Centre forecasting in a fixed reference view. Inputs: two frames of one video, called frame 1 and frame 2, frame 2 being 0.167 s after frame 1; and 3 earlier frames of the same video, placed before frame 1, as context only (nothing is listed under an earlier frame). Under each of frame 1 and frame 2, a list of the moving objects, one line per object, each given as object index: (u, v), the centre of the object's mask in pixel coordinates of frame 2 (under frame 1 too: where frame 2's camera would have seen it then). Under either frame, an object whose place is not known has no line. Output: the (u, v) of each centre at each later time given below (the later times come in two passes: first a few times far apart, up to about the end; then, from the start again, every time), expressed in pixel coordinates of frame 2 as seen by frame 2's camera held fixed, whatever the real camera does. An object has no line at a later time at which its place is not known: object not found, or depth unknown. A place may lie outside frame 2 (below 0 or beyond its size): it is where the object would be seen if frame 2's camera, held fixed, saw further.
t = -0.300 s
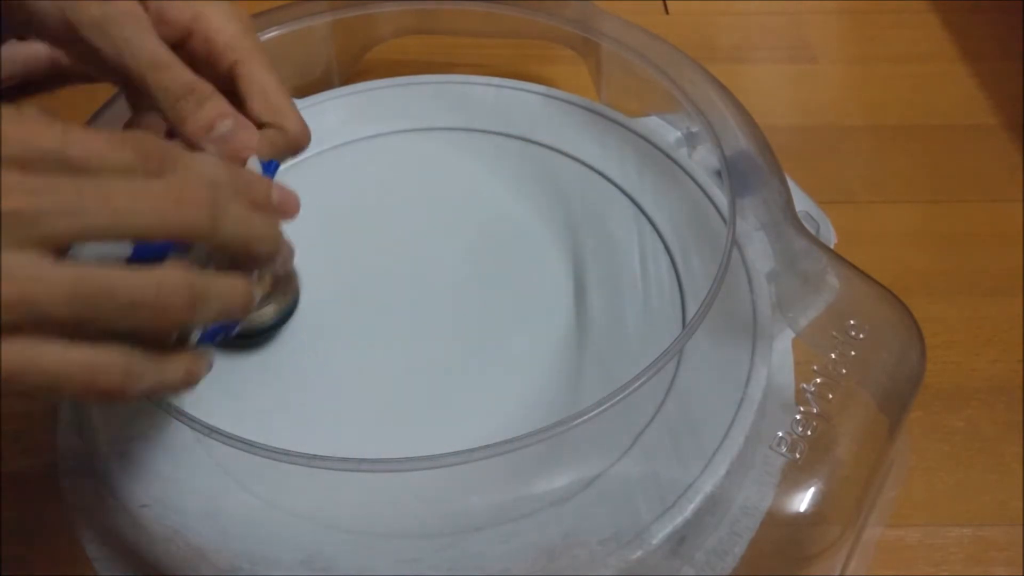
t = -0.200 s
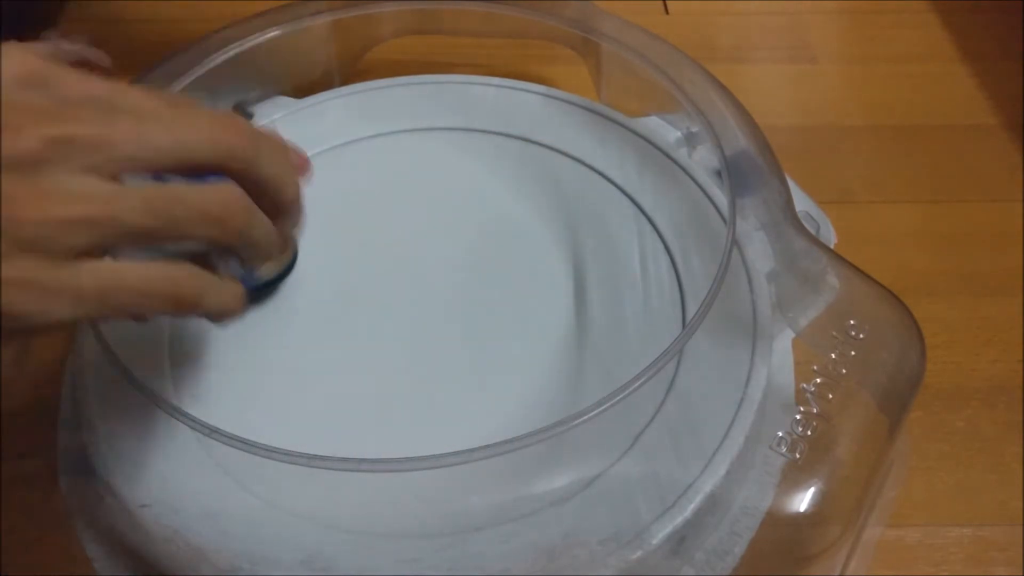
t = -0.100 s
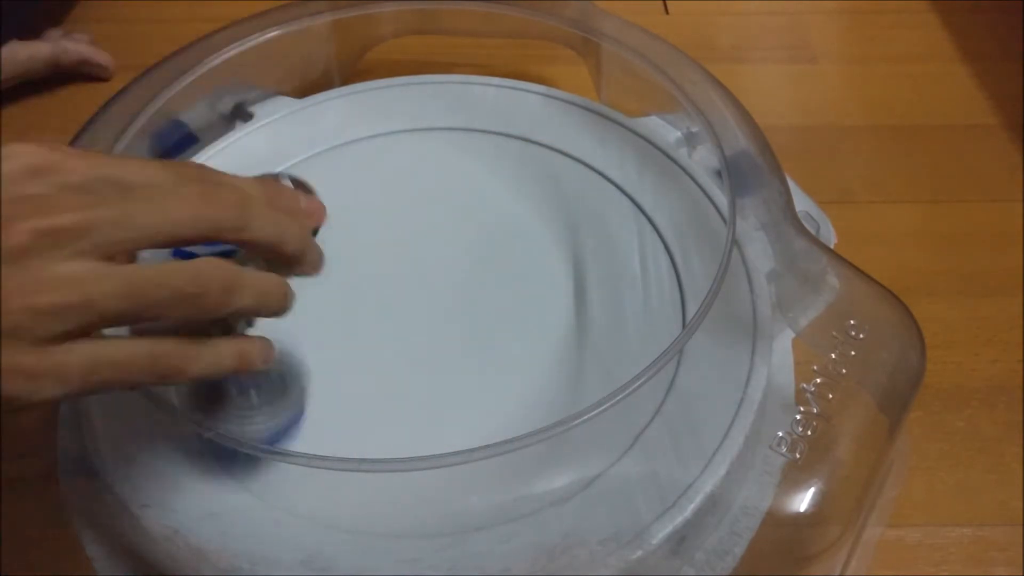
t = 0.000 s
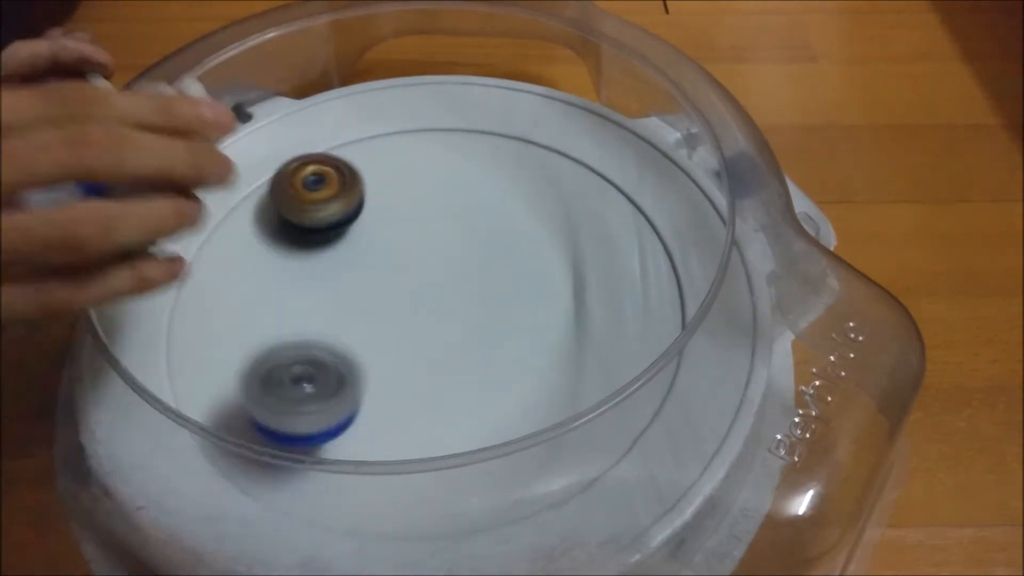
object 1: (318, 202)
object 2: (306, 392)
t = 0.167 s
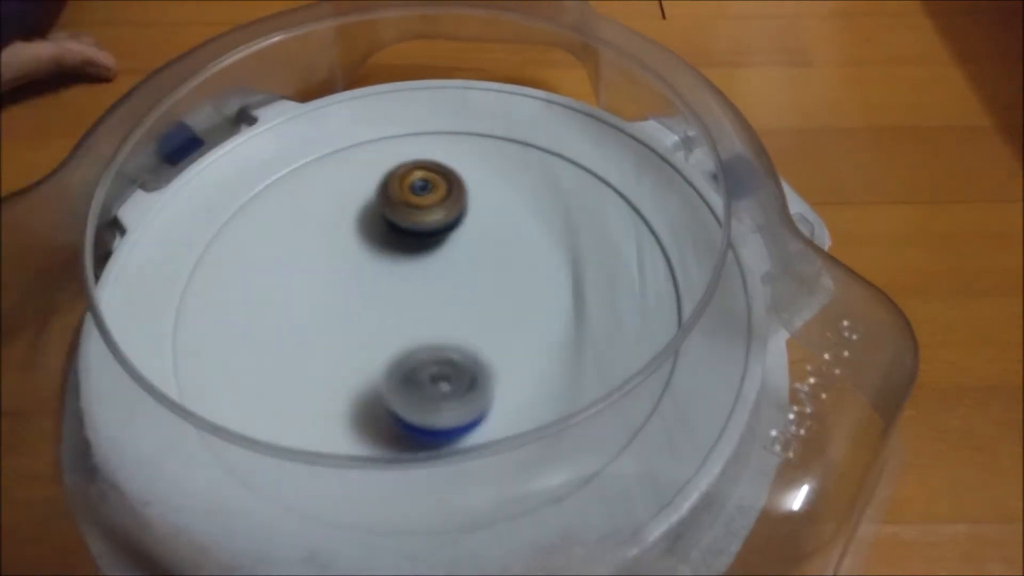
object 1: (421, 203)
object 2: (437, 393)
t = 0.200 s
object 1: (443, 211)
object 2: (466, 396)
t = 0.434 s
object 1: (537, 313)
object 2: (522, 468)
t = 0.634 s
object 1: (517, 383)
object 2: (358, 474)
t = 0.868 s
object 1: (490, 336)
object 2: (310, 281)
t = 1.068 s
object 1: (474, 292)
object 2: (608, 141)
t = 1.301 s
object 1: (464, 251)
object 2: (705, 438)
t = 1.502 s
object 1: (456, 226)
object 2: (564, 452)
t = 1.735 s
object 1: (463, 227)
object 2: (330, 263)
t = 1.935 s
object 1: (446, 259)
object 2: (460, 108)
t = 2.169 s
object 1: (395, 292)
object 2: (653, 341)
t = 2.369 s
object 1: (355, 314)
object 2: (289, 433)
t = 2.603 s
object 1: (333, 325)
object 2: (248, 137)
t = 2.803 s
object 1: (357, 326)
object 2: (487, 108)
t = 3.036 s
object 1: (408, 332)
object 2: (610, 346)
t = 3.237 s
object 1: (447, 340)
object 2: (254, 470)
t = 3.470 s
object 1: (465, 343)
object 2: (155, 216)
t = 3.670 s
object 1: (463, 332)
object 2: (396, 133)
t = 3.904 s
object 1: (448, 303)
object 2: (669, 278)
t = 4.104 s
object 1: (438, 273)
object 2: (380, 502)
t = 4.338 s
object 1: (432, 248)
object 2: (195, 263)
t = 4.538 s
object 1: (434, 242)
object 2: (429, 135)
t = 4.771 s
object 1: (438, 261)
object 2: (664, 280)
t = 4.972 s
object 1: (431, 296)
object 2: (438, 496)
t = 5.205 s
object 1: (415, 334)
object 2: (213, 290)
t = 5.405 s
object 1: (404, 352)
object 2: (367, 128)
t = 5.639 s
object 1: (397, 357)
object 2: (626, 195)
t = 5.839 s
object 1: (397, 346)
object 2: (571, 398)
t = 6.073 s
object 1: (410, 316)
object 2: (229, 373)
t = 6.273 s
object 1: (431, 287)
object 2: (240, 183)
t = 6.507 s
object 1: (451, 268)
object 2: (480, 136)
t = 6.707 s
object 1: (456, 267)
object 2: (598, 295)
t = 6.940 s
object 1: (444, 276)
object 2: (358, 466)
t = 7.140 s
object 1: (426, 288)
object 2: (182, 334)
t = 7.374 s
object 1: (408, 301)
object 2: (328, 182)
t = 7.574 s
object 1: (402, 311)
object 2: (535, 198)
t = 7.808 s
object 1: (406, 317)
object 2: (602, 377)
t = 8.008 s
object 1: (418, 319)
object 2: (371, 467)
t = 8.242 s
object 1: (434, 317)
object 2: (251, 306)
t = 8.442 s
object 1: (443, 313)
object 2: (374, 181)
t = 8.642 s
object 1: (443, 305)
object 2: (538, 175)
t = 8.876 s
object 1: (433, 293)
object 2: (600, 328)
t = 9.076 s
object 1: (422, 285)
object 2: (416, 417)
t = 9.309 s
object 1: (416, 280)
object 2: (237, 323)
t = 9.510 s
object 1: (417, 281)
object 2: (297, 198)
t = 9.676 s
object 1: (422, 291)
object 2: (433, 169)
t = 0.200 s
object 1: (443, 211)
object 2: (466, 396)
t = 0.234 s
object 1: (465, 220)
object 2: (490, 398)
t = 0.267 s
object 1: (486, 231)
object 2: (509, 402)
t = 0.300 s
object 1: (503, 244)
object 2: (531, 422)
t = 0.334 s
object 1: (516, 260)
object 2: (545, 440)
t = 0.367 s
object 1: (525, 276)
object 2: (553, 457)
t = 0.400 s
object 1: (533, 295)
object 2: (544, 466)
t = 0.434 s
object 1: (537, 313)
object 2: (522, 468)
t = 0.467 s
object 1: (539, 333)
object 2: (499, 470)
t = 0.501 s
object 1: (537, 351)
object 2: (478, 472)
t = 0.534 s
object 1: (530, 368)
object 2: (457, 474)
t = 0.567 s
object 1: (520, 382)
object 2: (435, 470)
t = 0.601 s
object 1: (512, 389)
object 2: (406, 470)
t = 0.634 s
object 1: (517, 383)
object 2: (358, 474)
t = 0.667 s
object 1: (518, 376)
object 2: (319, 467)
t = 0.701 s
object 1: (516, 369)
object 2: (291, 448)
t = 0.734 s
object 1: (513, 362)
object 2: (272, 420)
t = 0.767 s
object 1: (507, 355)
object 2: (265, 388)
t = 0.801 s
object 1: (502, 349)
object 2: (268, 352)
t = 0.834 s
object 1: (495, 343)
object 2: (285, 316)
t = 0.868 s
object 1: (490, 336)
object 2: (310, 281)
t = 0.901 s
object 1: (485, 329)
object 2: (349, 245)
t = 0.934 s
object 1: (482, 322)
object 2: (393, 213)
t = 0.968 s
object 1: (479, 315)
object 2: (442, 187)
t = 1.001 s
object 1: (477, 307)
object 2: (495, 167)
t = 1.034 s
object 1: (476, 299)
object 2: (551, 152)
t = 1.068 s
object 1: (474, 292)
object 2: (608, 141)
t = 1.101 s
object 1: (473, 286)
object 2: (653, 149)
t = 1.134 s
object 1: (471, 280)
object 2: (670, 196)
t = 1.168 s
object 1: (469, 274)
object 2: (686, 233)
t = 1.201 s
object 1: (468, 267)
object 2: (710, 276)
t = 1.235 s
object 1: (467, 261)
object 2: (725, 329)
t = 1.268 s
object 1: (466, 256)
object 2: (728, 388)
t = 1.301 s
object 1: (464, 251)
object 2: (705, 438)
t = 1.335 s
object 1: (462, 246)
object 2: (669, 492)
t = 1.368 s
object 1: (460, 241)
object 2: (651, 514)
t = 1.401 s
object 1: (458, 235)
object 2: (643, 494)
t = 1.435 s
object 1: (458, 232)
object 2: (629, 480)
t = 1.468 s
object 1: (456, 229)
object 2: (605, 469)
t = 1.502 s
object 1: (456, 226)
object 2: (564, 452)
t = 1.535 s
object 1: (456, 224)
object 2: (525, 436)
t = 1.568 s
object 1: (457, 223)
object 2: (474, 415)
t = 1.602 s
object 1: (458, 222)
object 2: (429, 400)
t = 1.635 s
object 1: (459, 222)
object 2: (389, 371)
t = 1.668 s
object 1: (460, 222)
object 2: (361, 336)
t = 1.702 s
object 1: (462, 224)
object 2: (341, 299)
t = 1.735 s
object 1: (463, 227)
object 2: (330, 263)
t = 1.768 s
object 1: (463, 231)
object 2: (330, 227)
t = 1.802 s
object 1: (462, 235)
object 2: (339, 192)
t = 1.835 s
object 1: (460, 241)
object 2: (356, 159)
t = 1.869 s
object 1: (457, 246)
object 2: (381, 128)
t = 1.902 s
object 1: (453, 252)
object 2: (417, 107)
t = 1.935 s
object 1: (446, 259)
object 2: (460, 108)
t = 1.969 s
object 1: (440, 264)
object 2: (508, 124)
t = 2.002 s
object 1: (433, 270)
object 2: (560, 148)
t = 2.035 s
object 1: (425, 275)
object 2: (606, 167)
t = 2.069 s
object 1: (418, 279)
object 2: (645, 201)
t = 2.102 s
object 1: (410, 284)
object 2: (668, 240)
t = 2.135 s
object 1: (402, 288)
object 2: (672, 289)
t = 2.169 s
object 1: (395, 292)
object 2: (653, 341)
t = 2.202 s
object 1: (388, 297)
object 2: (616, 389)
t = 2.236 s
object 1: (380, 301)
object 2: (559, 431)
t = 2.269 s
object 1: (373, 304)
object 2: (494, 457)
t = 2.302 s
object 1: (367, 309)
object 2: (421, 461)
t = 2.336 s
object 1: (361, 312)
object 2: (354, 456)
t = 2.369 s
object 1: (355, 314)
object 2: (289, 433)
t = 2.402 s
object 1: (350, 316)
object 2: (243, 395)
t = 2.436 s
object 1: (345, 319)
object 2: (207, 355)
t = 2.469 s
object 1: (341, 321)
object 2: (179, 317)
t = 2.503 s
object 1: (338, 322)
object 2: (168, 271)
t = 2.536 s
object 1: (335, 324)
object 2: (194, 224)
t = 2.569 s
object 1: (334, 325)
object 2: (222, 180)
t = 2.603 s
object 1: (333, 325)
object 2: (248, 137)
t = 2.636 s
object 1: (335, 325)
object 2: (278, 110)
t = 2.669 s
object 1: (341, 326)
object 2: (324, 103)
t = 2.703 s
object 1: (344, 325)
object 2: (367, 96)
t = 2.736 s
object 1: (348, 325)
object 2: (407, 94)
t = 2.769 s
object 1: (352, 325)
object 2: (449, 99)
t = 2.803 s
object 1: (357, 326)
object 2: (487, 108)
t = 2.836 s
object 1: (364, 326)
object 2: (523, 128)
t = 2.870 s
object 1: (370, 327)
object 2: (555, 152)
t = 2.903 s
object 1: (377, 328)
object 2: (581, 181)
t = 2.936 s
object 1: (386, 328)
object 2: (602, 216)
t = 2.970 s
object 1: (393, 330)
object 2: (619, 257)
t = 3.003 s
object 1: (401, 331)
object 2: (624, 303)
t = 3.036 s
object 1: (408, 332)
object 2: (610, 346)
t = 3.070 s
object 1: (415, 333)
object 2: (594, 404)
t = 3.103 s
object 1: (422, 335)
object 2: (547, 460)
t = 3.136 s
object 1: (429, 336)
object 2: (486, 507)
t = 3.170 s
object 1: (435, 337)
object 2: (402, 509)
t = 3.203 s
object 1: (441, 338)
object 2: (323, 499)
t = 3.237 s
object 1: (447, 340)
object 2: (254, 470)
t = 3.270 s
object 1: (451, 341)
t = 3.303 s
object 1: (455, 342)
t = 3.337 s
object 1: (458, 344)
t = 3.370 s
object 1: (461, 344)
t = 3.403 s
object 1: (463, 344)
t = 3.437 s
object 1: (464, 344)
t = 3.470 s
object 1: (465, 343)
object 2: (155, 216)
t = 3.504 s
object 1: (465, 342)
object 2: (188, 189)
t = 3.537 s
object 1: (466, 340)
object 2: (224, 166)
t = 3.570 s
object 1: (466, 338)
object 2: (264, 151)
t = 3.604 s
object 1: (465, 336)
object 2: (306, 140)
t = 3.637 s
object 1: (464, 334)
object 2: (349, 134)
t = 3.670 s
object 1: (463, 332)
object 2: (396, 133)
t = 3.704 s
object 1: (461, 329)
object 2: (444, 134)
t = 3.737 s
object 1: (459, 325)
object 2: (492, 143)
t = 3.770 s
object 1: (456, 323)
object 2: (538, 159)
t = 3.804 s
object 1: (455, 317)
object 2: (581, 182)
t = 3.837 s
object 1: (453, 312)
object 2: (619, 210)
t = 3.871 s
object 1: (451, 306)
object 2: (654, 244)
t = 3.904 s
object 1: (448, 303)
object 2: (669, 278)
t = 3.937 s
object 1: (446, 297)
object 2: (668, 329)
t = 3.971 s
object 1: (444, 292)
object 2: (645, 383)
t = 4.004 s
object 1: (442, 287)
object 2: (612, 445)
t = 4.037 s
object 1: (441, 282)
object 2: (535, 475)
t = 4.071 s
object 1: (439, 278)
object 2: (460, 499)
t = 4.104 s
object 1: (438, 273)
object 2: (380, 502)
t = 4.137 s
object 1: (437, 268)
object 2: (309, 488)
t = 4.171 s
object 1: (435, 265)
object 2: (251, 458)
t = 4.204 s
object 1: (435, 260)
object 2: (209, 423)
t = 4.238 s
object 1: (434, 258)
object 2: (184, 382)
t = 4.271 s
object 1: (433, 254)
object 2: (178, 340)
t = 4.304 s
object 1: (431, 252)
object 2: (179, 300)
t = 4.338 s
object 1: (432, 248)
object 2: (195, 263)
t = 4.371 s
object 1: (430, 247)
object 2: (221, 229)
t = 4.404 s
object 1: (430, 245)
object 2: (253, 201)
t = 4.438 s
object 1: (431, 243)
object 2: (292, 178)
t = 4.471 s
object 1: (432, 242)
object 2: (337, 159)
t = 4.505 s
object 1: (433, 241)
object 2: (383, 144)
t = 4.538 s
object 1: (434, 242)
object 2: (429, 135)
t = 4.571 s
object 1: (435, 243)
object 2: (477, 131)
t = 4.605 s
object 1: (435, 245)
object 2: (524, 132)
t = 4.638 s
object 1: (435, 248)
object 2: (567, 139)
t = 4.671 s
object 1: (436, 250)
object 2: (605, 164)
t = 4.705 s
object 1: (437, 253)
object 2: (637, 198)
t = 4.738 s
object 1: (437, 257)
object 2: (662, 236)
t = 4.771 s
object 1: (438, 261)
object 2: (664, 280)
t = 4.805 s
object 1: (437, 266)
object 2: (670, 322)
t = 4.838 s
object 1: (437, 271)
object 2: (653, 368)
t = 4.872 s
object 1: (436, 276)
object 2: (624, 414)
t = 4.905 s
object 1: (435, 282)
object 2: (585, 462)
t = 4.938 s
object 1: (434, 287)
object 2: (524, 481)
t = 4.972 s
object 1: (431, 296)
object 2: (438, 496)
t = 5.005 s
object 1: (429, 302)
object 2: (376, 493)
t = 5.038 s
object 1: (427, 307)
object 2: (320, 474)
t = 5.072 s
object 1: (425, 313)
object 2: (275, 447)
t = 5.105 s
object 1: (422, 318)
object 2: (244, 411)
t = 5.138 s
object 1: (420, 324)
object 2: (223, 371)
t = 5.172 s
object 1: (417, 329)
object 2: (211, 331)
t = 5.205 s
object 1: (415, 334)
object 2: (213, 290)
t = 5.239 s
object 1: (413, 338)
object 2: (225, 254)
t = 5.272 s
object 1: (410, 341)
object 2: (245, 221)
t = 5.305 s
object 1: (409, 344)
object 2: (271, 190)
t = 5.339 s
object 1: (407, 348)
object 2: (302, 165)
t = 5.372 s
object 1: (405, 350)
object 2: (336, 143)
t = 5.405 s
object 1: (404, 352)
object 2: (367, 128)
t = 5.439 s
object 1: (403, 354)
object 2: (409, 114)
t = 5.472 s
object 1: (402, 355)
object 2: (454, 118)
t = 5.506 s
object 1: (402, 356)
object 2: (497, 123)
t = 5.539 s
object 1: (401, 357)
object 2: (537, 129)
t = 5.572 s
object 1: (399, 358)
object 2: (566, 149)
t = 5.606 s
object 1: (398, 358)
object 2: (600, 169)
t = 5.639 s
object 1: (397, 357)
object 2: (626, 195)
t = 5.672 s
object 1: (397, 357)
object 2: (643, 223)
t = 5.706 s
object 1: (396, 356)
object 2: (651, 257)
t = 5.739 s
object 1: (396, 353)
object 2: (649, 293)
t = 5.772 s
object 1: (396, 351)
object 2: (630, 326)
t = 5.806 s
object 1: (397, 349)
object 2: (611, 365)
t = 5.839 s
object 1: (397, 346)
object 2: (571, 398)
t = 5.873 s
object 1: (398, 343)
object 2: (522, 425)
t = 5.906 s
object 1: (399, 339)
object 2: (466, 443)
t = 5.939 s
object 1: (401, 335)
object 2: (404, 448)
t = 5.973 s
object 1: (403, 331)
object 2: (353, 447)
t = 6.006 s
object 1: (405, 327)
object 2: (302, 428)
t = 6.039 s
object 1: (407, 322)
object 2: (266, 398)
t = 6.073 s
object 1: (410, 316)
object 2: (229, 373)
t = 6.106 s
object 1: (413, 311)
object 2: (206, 339)
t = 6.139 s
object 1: (417, 306)
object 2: (197, 305)
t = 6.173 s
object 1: (420, 301)
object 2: (195, 271)
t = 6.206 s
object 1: (423, 296)
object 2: (203, 238)
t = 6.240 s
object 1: (427, 292)
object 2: (220, 210)
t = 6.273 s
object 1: (431, 287)
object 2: (240, 183)
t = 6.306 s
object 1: (435, 284)
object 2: (272, 167)
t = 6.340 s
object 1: (437, 281)
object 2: (307, 152)
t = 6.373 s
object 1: (441, 277)
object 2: (342, 140)
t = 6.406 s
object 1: (444, 274)
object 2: (378, 128)
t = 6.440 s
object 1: (447, 272)
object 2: (412, 125)
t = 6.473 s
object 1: (449, 270)
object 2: (446, 128)
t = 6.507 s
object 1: (451, 268)
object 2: (480, 136)
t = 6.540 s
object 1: (453, 268)
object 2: (514, 153)
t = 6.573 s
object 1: (454, 267)
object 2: (543, 171)
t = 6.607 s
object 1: (455, 266)
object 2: (567, 197)
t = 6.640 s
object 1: (456, 267)
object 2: (585, 226)
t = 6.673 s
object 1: (456, 266)
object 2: (595, 257)
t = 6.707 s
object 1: (456, 267)
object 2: (598, 295)
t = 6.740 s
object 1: (455, 267)
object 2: (591, 331)
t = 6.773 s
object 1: (454, 269)
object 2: (573, 361)
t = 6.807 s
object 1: (452, 271)
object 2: (544, 396)
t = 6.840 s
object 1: (451, 272)
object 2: (507, 426)
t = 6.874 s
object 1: (449, 273)
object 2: (461, 448)
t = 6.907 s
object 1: (447, 275)
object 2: (410, 465)
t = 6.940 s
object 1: (444, 276)
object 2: (358, 466)
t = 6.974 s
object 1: (441, 279)
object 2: (308, 462)
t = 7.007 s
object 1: (438, 280)
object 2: (265, 445)
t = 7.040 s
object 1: (435, 282)
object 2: (231, 425)
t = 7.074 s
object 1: (432, 284)
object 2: (204, 396)
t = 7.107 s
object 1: (429, 286)
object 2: (188, 364)
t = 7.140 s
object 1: (426, 288)
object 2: (182, 334)
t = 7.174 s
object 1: (423, 290)
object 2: (184, 302)
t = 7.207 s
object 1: (419, 292)
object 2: (195, 274)
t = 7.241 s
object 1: (417, 294)
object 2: (213, 248)
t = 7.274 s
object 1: (415, 296)
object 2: (236, 226)
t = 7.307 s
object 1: (412, 297)
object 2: (265, 208)
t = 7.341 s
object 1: (409, 300)
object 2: (296, 193)
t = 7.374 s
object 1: (408, 301)
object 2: (328, 182)
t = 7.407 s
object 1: (407, 302)
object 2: (365, 174)
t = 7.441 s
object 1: (405, 305)
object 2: (400, 169)
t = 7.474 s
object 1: (404, 306)
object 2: (433, 171)
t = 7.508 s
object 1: (404, 307)
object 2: (467, 174)
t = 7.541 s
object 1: (403, 309)
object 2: (503, 184)
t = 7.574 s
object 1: (402, 311)
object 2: (535, 198)
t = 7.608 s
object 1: (402, 312)
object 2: (561, 216)
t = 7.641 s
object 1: (402, 313)
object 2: (585, 239)
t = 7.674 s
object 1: (402, 314)
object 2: (603, 264)
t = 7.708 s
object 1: (403, 315)
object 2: (615, 292)
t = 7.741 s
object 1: (404, 315)
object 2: (619, 323)
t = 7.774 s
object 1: (405, 316)
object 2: (615, 349)
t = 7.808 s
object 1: (406, 317)
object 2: (602, 377)
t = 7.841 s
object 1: (408, 317)
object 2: (577, 410)
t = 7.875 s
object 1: (409, 318)
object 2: (541, 443)
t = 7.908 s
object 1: (412, 318)
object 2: (504, 458)
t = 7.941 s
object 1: (413, 319)
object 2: (460, 469)
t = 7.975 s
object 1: (416, 319)
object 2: (415, 475)
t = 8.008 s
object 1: (418, 319)
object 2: (371, 467)
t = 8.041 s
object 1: (420, 319)
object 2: (333, 456)
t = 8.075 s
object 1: (423, 319)
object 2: (300, 438)
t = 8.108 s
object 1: (425, 318)
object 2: (277, 414)
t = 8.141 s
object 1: (427, 318)
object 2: (261, 387)
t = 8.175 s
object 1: (430, 318)
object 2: (249, 360)
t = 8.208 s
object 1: (432, 317)
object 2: (247, 333)
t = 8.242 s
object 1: (434, 317)
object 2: (251, 306)
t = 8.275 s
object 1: (436, 316)
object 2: (260, 281)
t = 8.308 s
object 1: (438, 315)
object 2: (276, 256)
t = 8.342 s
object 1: (439, 316)
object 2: (299, 231)
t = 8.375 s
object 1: (441, 315)
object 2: (320, 211)
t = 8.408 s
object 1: (442, 314)
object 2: (344, 196)
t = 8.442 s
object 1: (443, 313)
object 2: (374, 181)
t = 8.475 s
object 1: (444, 312)
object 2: (401, 171)
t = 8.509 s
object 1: (444, 311)
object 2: (428, 164)
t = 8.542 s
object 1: (444, 310)
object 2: (458, 160)
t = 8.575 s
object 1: (445, 308)
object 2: (486, 160)
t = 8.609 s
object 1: (444, 306)
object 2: (513, 165)
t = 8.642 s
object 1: (443, 305)
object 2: (538, 175)
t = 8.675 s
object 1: (442, 303)
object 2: (561, 187)
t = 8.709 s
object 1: (441, 301)
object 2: (580, 203)
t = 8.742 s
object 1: (440, 300)
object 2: (595, 224)
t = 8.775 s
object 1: (438, 299)
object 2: (606, 247)
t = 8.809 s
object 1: (437, 297)
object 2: (611, 274)
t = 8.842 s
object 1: (435, 295)
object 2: (610, 300)
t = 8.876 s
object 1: (433, 293)
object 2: (600, 328)
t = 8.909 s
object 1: (432, 292)
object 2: (581, 354)
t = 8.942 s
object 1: (430, 290)
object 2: (556, 375)
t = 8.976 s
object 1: (428, 289)
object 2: (526, 391)
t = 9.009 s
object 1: (426, 287)
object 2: (492, 412)
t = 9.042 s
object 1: (424, 286)
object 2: (453, 424)
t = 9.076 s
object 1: (422, 285)
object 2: (416, 417)
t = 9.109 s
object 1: (421, 284)
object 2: (375, 425)
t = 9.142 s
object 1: (419, 283)
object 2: (343, 413)
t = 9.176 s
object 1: (418, 282)
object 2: (309, 404)
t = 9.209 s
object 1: (417, 282)
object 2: (282, 388)
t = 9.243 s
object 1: (417, 281)
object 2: (260, 369)
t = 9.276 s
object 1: (416, 280)
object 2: (246, 346)
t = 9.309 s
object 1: (416, 280)
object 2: (237, 323)
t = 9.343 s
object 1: (416, 280)
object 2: (234, 299)
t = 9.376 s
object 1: (415, 280)
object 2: (238, 276)
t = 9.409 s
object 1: (415, 280)
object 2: (245, 254)
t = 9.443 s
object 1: (416, 280)
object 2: (260, 232)
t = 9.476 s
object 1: (416, 281)
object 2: (276, 213)
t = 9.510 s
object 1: (417, 281)
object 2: (297, 198)
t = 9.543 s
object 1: (417, 283)
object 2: (320, 184)
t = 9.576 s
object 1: (418, 286)
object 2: (347, 176)
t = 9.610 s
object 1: (420, 286)
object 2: (375, 170)
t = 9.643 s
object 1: (421, 288)
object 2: (404, 168)
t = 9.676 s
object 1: (422, 291)
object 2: (433, 169)
